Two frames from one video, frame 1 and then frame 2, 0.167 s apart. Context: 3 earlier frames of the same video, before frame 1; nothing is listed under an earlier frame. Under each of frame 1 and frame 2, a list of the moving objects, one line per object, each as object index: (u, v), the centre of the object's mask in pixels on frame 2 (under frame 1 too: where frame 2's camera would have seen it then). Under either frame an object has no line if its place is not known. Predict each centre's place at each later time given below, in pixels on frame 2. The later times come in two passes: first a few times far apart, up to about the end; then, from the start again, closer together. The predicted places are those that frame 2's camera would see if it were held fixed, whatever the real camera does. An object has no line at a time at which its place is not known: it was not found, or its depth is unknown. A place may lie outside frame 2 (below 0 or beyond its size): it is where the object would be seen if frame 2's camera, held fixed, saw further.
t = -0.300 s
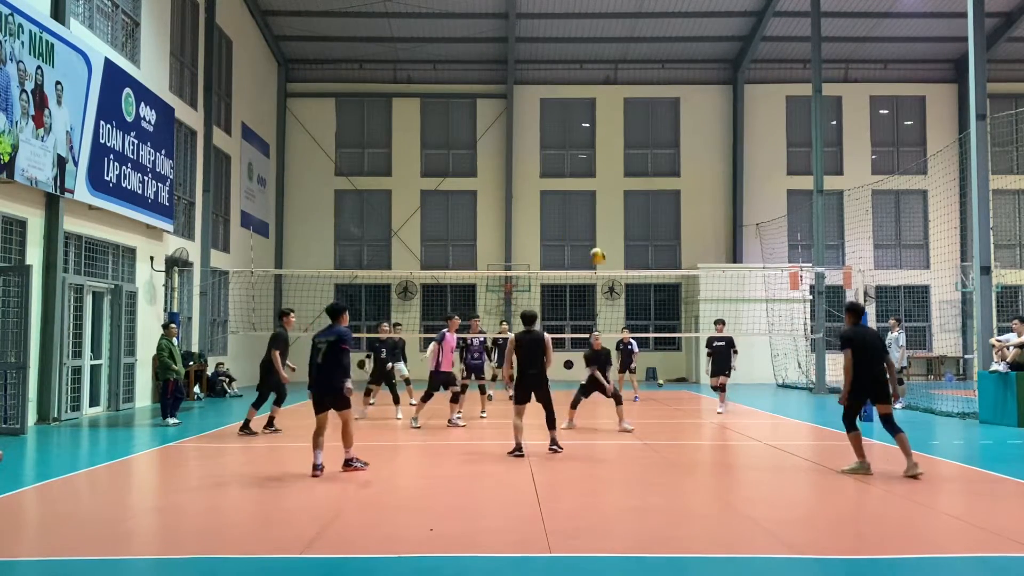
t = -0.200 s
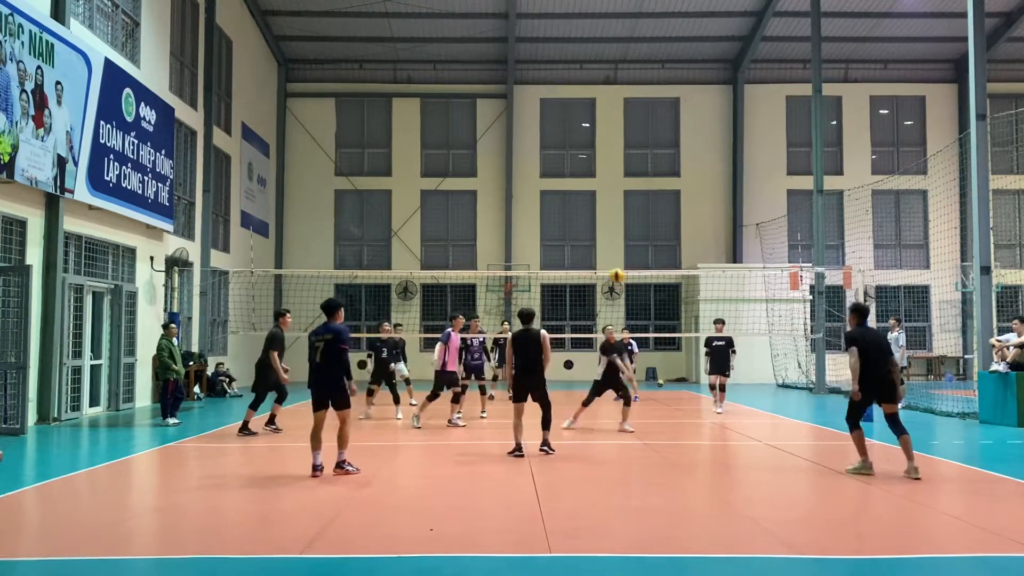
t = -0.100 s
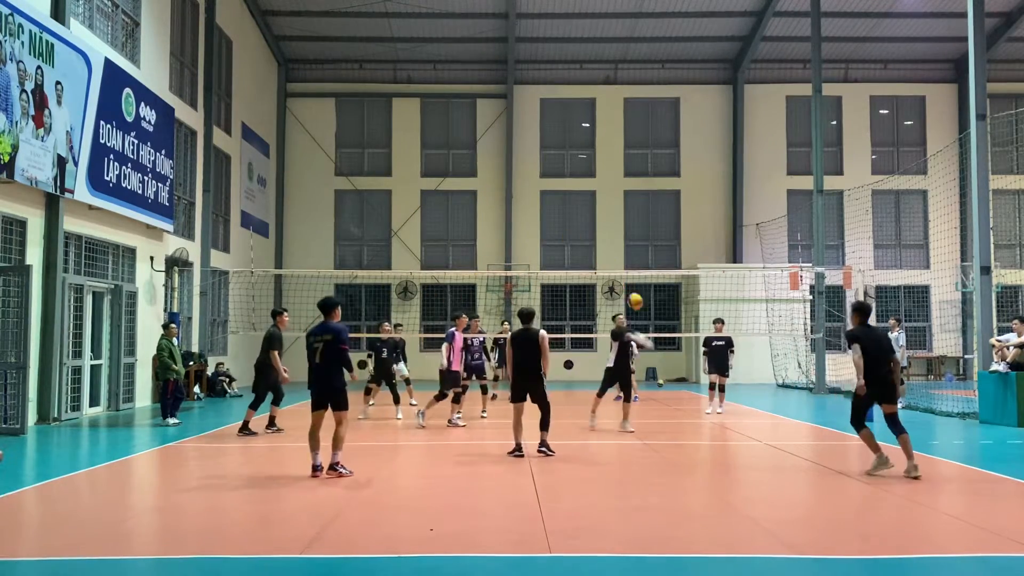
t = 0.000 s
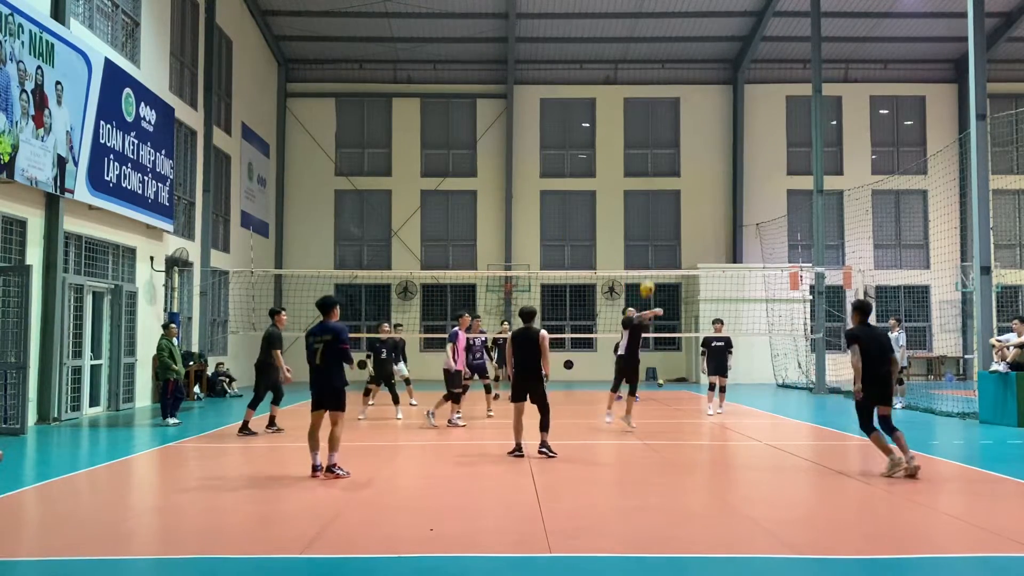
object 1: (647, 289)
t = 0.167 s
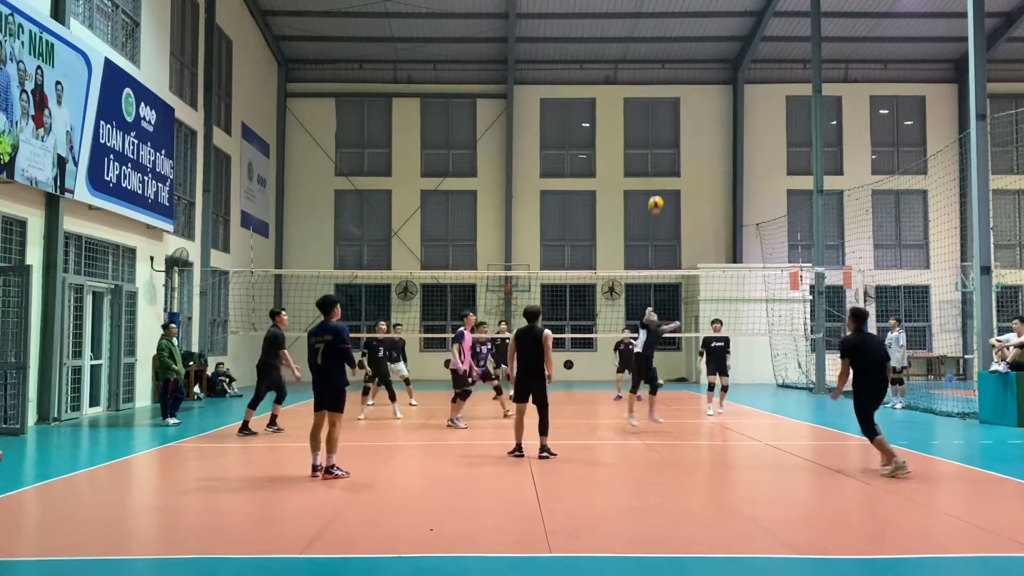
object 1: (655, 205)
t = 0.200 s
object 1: (657, 190)
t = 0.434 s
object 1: (672, 111)
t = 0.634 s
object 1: (687, 73)
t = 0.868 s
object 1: (703, 66)
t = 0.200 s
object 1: (657, 190)
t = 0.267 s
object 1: (662, 163)
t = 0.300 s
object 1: (664, 151)
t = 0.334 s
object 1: (666, 140)
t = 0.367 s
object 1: (668, 130)
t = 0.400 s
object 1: (670, 120)
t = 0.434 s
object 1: (672, 111)
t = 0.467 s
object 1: (674, 103)
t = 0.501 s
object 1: (677, 94)
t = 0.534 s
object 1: (679, 88)
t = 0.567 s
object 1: (682, 82)
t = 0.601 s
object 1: (684, 77)
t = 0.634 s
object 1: (687, 73)
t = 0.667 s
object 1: (689, 70)
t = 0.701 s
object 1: (692, 67)
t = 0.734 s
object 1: (694, 65)
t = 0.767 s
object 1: (696, 64)
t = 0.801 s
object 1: (698, 64)
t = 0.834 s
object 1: (700, 64)
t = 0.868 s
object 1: (703, 66)
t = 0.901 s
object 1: (706, 68)
